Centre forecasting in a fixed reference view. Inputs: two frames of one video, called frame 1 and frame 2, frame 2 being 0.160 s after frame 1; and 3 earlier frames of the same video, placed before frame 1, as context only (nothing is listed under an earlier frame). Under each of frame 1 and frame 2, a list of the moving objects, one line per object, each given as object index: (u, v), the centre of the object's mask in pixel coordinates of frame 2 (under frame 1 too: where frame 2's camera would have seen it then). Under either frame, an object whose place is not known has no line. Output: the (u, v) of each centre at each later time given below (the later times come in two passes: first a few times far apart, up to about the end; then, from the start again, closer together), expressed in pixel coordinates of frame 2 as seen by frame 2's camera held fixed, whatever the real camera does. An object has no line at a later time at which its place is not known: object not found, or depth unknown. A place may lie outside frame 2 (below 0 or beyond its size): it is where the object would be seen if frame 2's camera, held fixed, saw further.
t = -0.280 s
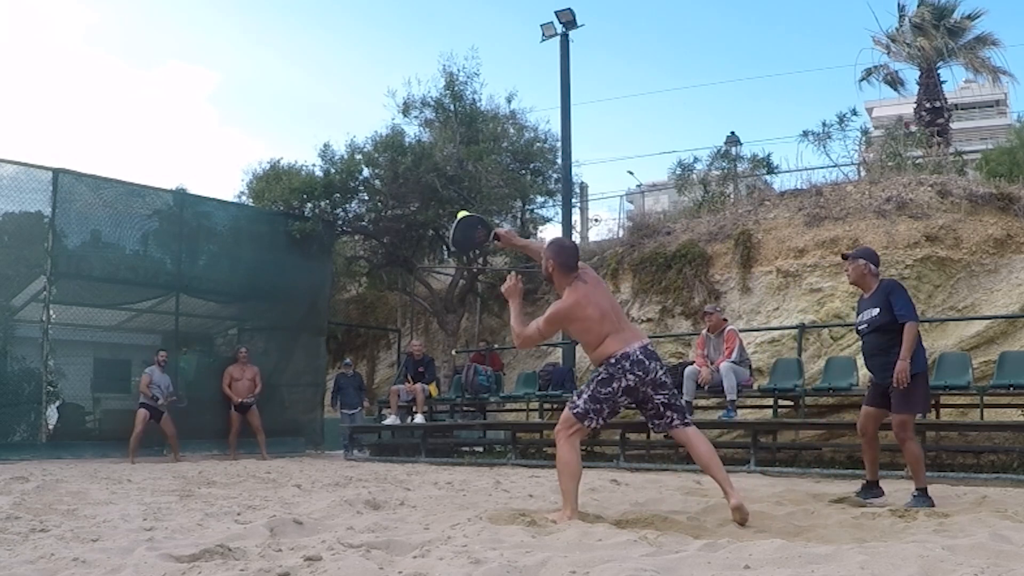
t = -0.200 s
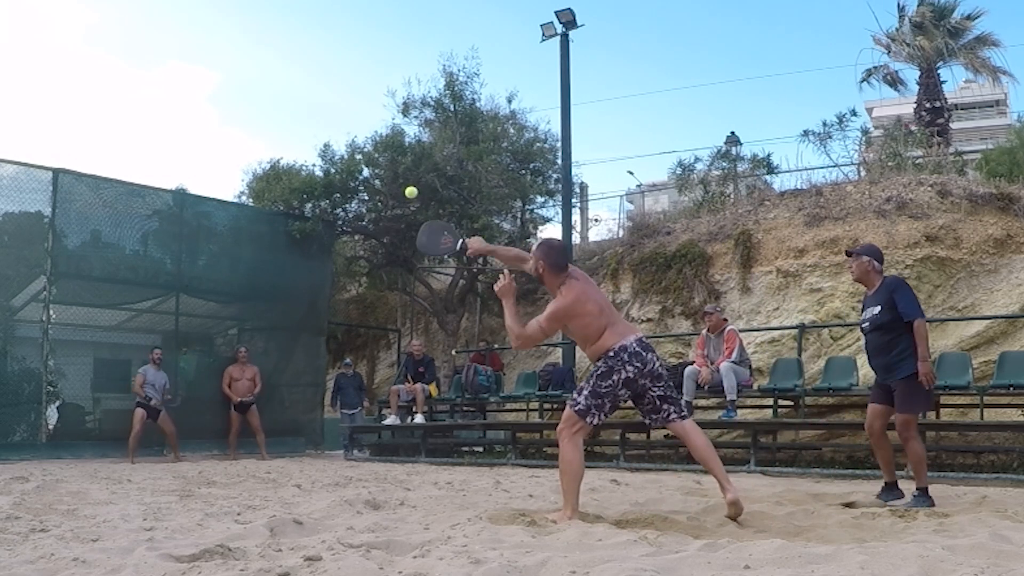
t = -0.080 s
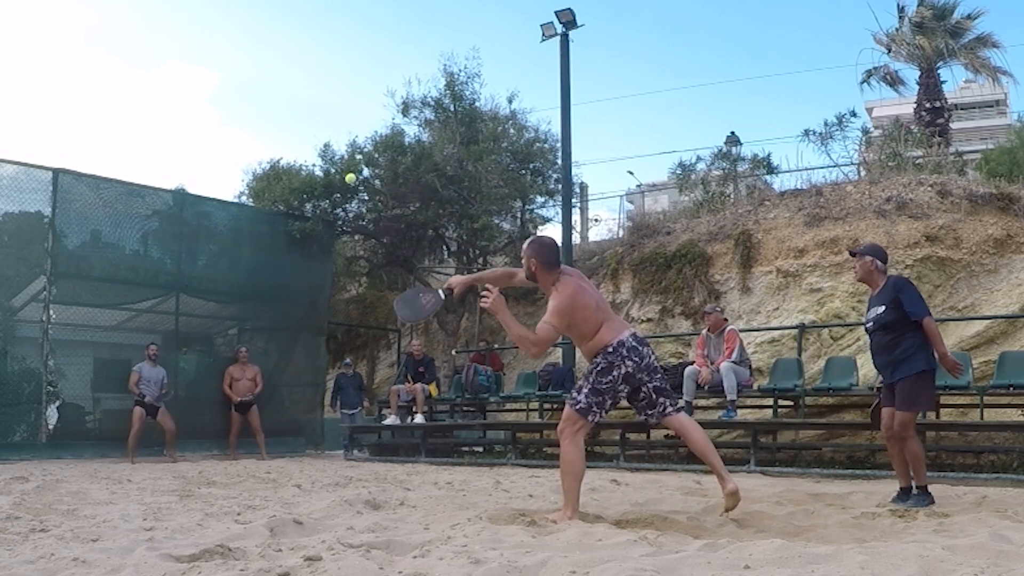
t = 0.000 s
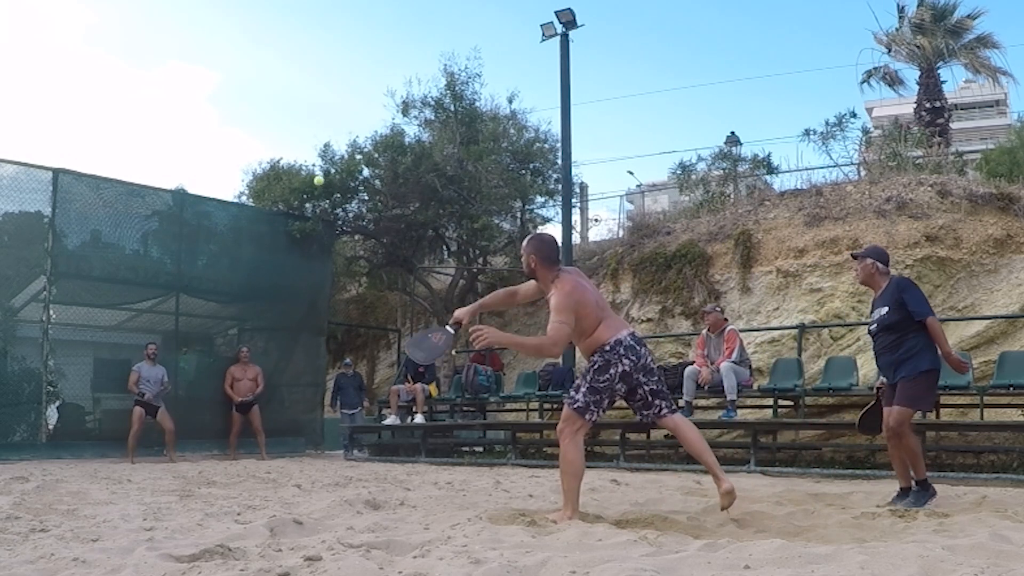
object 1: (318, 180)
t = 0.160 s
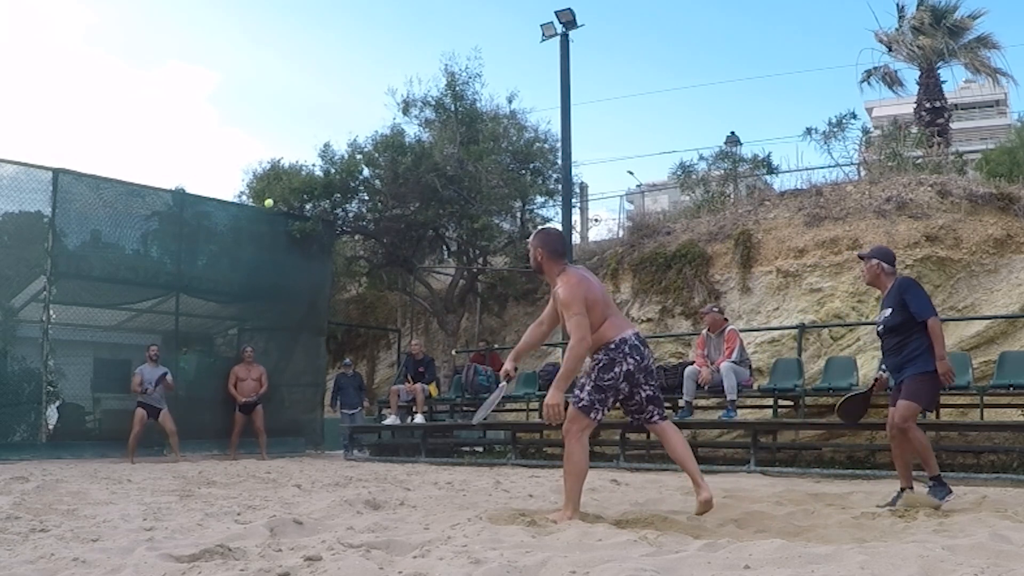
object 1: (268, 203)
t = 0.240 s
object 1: (248, 221)
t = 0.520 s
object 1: (195, 311)
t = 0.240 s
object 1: (248, 221)
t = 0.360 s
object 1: (222, 255)
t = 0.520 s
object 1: (195, 311)
